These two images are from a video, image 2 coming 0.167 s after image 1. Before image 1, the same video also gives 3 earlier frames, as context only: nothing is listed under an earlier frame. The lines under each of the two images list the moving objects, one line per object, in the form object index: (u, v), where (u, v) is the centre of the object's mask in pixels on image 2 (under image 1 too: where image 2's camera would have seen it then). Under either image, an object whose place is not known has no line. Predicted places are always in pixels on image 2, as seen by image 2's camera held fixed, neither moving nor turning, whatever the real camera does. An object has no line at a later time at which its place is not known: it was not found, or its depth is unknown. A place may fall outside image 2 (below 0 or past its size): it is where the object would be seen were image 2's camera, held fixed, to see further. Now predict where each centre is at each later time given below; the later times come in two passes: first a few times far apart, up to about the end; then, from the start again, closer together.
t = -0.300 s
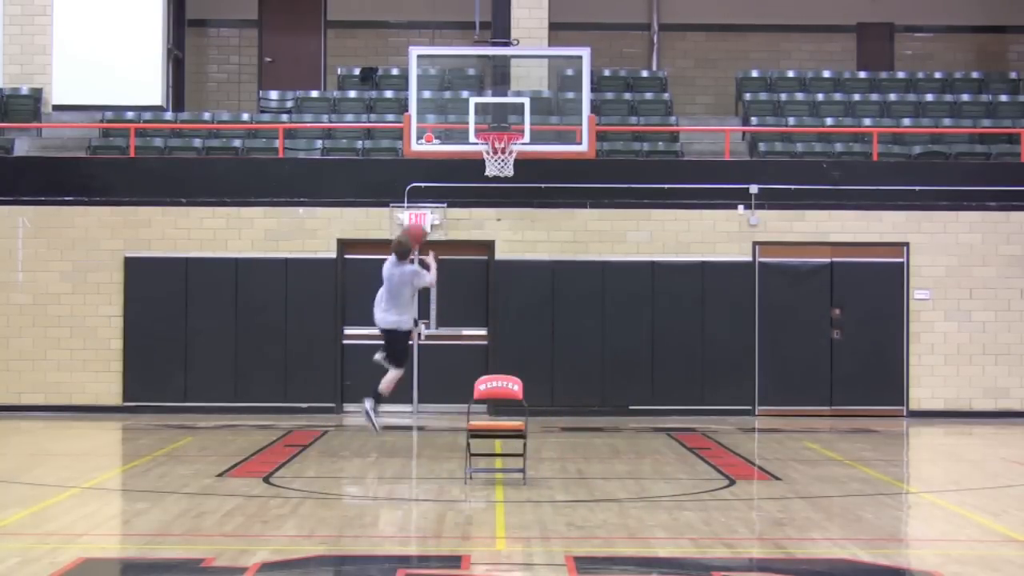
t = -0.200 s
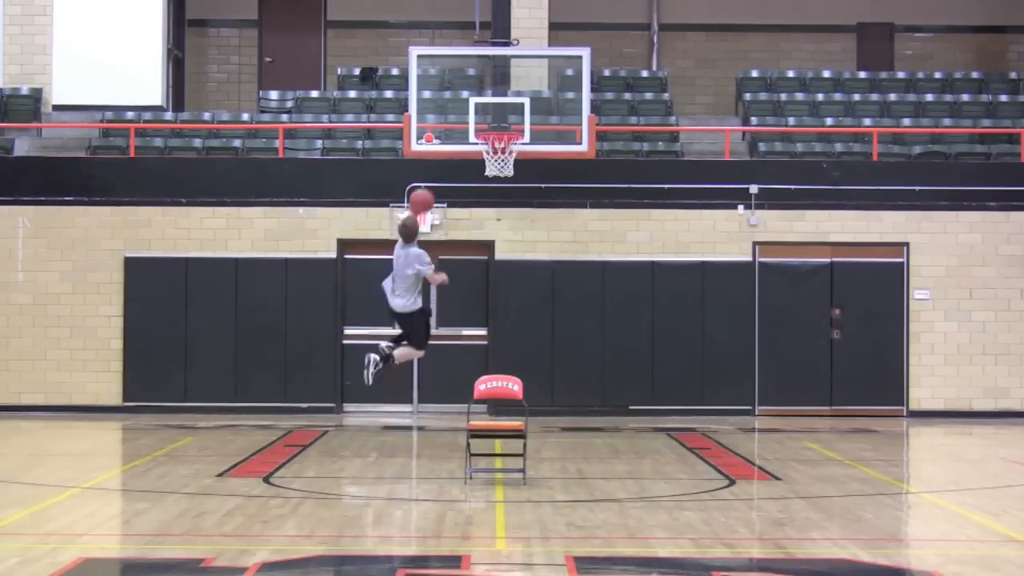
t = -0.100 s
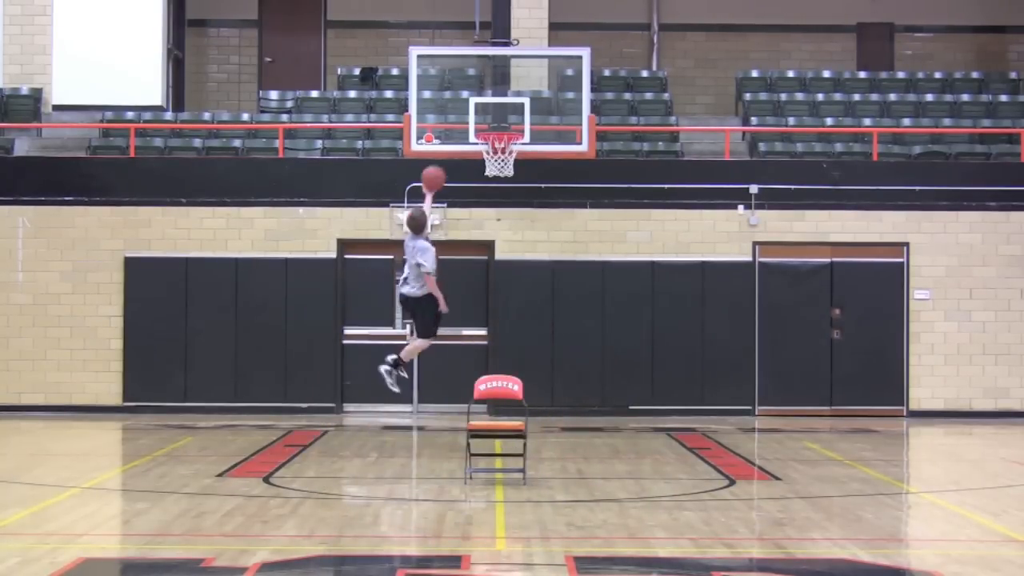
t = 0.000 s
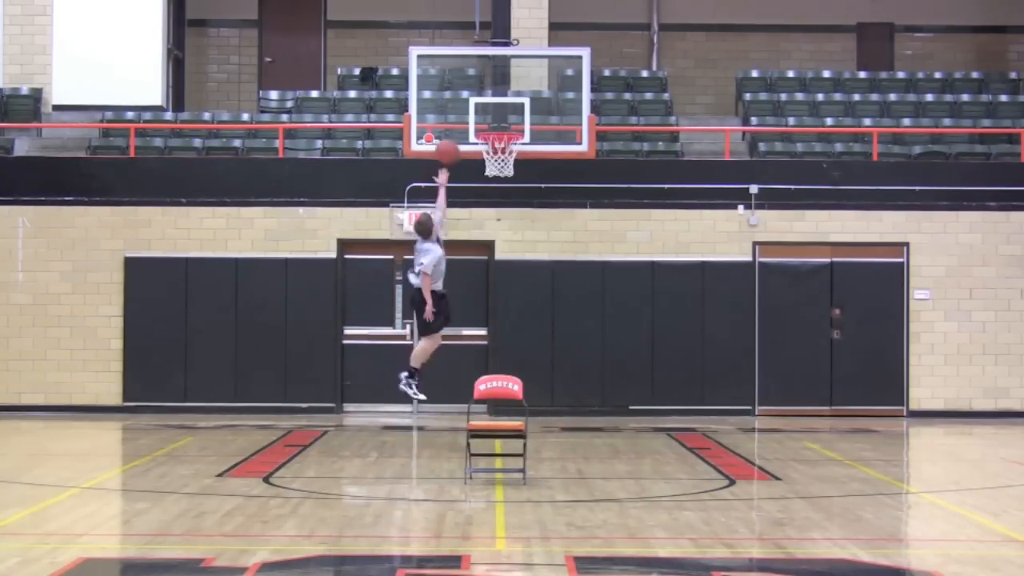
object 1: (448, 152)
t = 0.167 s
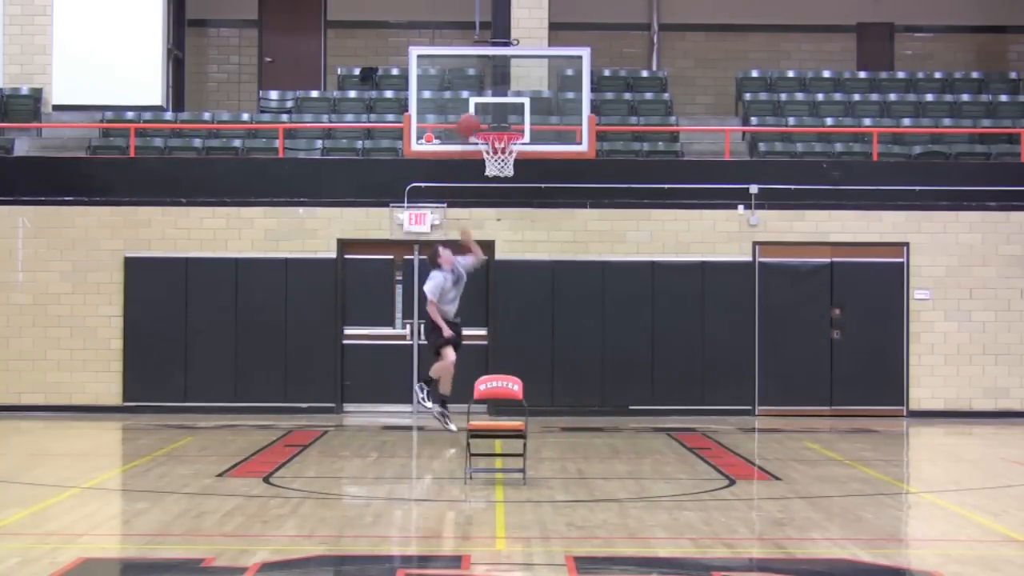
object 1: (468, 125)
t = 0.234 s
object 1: (475, 118)
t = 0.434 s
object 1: (495, 122)
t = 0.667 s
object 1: (503, 145)
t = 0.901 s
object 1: (497, 182)
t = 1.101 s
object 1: (492, 232)
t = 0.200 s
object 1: (472, 121)
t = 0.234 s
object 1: (475, 118)
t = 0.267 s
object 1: (478, 116)
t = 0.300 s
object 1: (481, 116)
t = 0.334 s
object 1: (485, 115)
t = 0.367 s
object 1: (488, 117)
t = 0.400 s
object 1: (491, 119)
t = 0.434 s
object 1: (495, 122)
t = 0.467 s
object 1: (497, 124)
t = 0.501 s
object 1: (499, 125)
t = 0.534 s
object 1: (500, 126)
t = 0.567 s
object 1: (503, 128)
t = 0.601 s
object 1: (503, 144)
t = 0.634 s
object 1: (503, 145)
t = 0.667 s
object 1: (503, 145)
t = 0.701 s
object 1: (510, 146)
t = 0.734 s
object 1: (497, 147)
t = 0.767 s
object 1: (495, 142)
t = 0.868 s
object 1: (498, 178)
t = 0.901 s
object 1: (497, 182)
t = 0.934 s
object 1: (496, 185)
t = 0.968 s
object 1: (496, 191)
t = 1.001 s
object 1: (495, 199)
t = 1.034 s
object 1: (494, 209)
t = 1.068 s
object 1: (493, 220)
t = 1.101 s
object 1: (492, 232)
